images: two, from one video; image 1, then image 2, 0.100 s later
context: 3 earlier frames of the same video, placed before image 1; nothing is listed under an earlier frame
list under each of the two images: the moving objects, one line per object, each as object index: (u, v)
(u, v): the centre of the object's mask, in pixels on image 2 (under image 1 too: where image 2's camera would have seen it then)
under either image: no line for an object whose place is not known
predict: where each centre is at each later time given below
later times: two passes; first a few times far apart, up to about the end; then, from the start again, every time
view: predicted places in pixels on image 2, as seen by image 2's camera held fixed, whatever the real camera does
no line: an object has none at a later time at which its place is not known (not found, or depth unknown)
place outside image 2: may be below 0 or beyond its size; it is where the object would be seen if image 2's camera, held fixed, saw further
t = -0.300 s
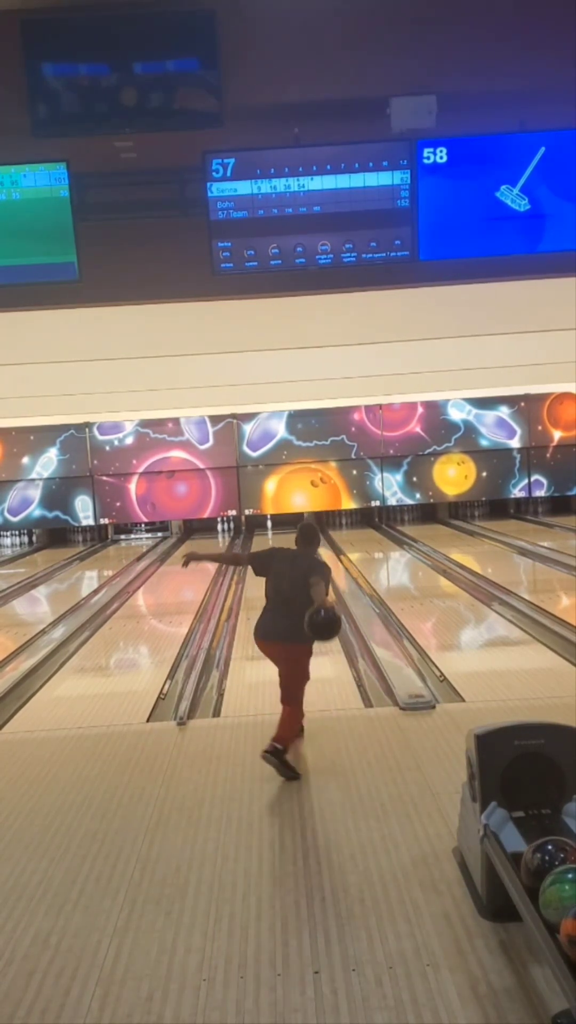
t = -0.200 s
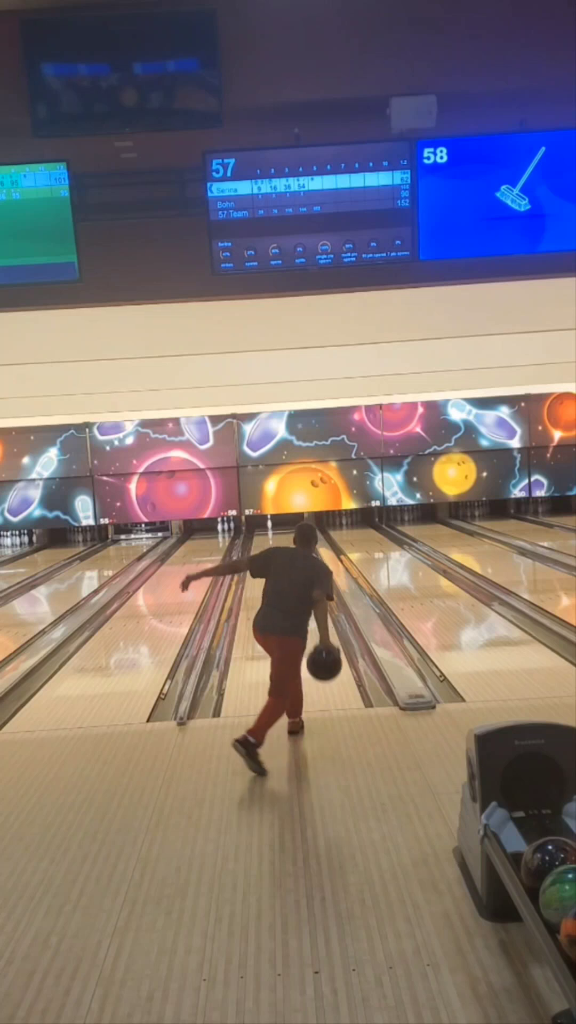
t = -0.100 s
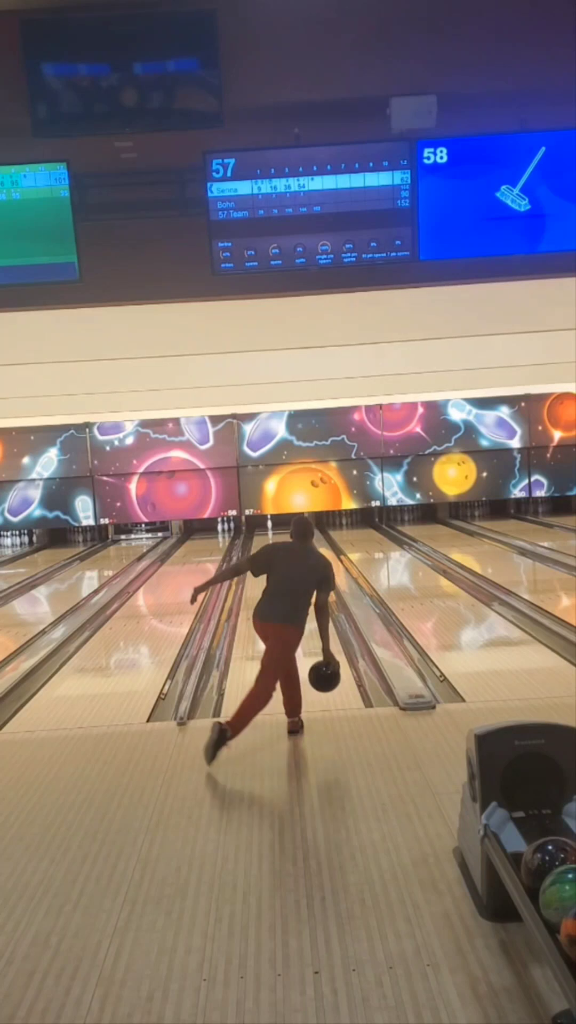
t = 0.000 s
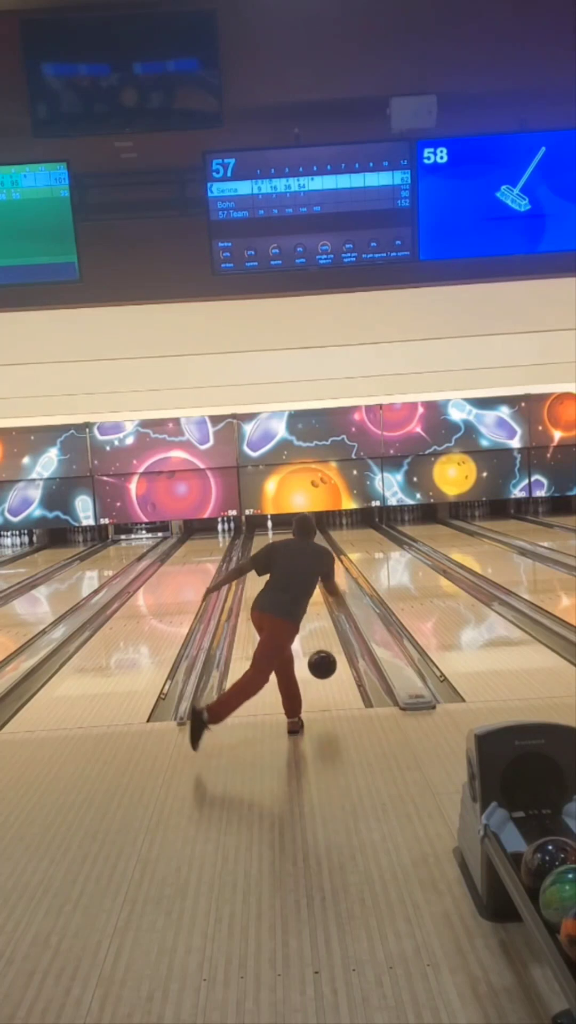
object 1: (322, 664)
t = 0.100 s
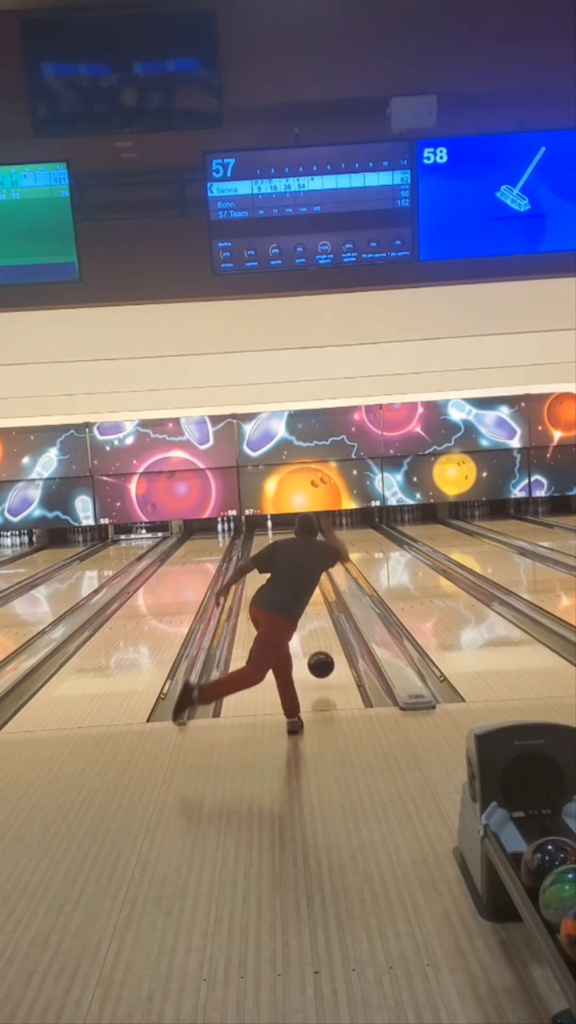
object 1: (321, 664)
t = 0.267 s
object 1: (318, 644)
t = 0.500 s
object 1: (314, 616)
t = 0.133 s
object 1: (321, 666)
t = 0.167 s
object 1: (320, 659)
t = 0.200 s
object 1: (319, 653)
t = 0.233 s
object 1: (318, 648)
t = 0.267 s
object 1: (318, 644)
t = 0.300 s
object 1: (317, 640)
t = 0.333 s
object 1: (317, 635)
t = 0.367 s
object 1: (316, 631)
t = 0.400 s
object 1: (315, 627)
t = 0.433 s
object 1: (315, 623)
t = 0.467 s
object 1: (315, 619)
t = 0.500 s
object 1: (314, 616)
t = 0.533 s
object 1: (314, 613)
